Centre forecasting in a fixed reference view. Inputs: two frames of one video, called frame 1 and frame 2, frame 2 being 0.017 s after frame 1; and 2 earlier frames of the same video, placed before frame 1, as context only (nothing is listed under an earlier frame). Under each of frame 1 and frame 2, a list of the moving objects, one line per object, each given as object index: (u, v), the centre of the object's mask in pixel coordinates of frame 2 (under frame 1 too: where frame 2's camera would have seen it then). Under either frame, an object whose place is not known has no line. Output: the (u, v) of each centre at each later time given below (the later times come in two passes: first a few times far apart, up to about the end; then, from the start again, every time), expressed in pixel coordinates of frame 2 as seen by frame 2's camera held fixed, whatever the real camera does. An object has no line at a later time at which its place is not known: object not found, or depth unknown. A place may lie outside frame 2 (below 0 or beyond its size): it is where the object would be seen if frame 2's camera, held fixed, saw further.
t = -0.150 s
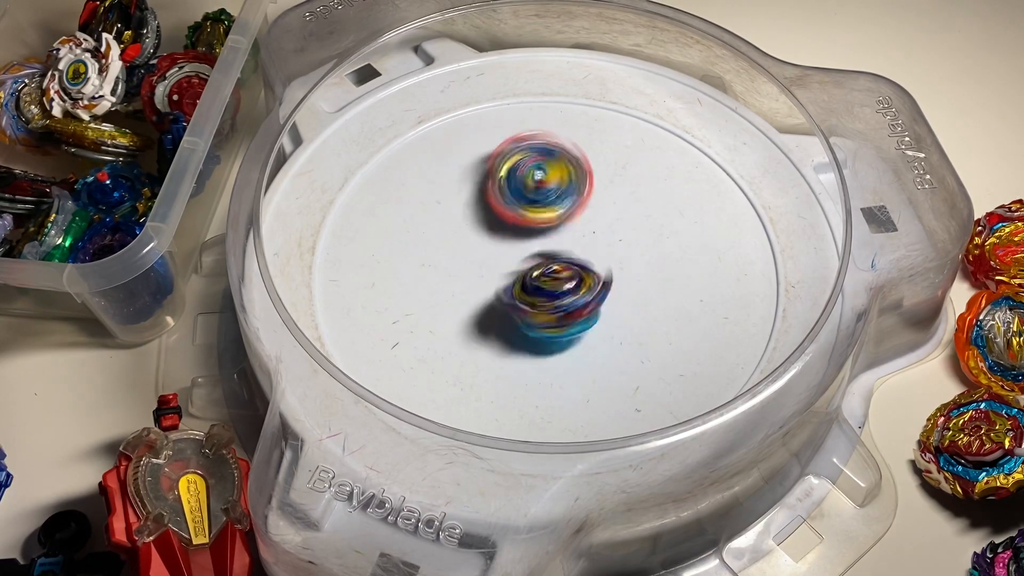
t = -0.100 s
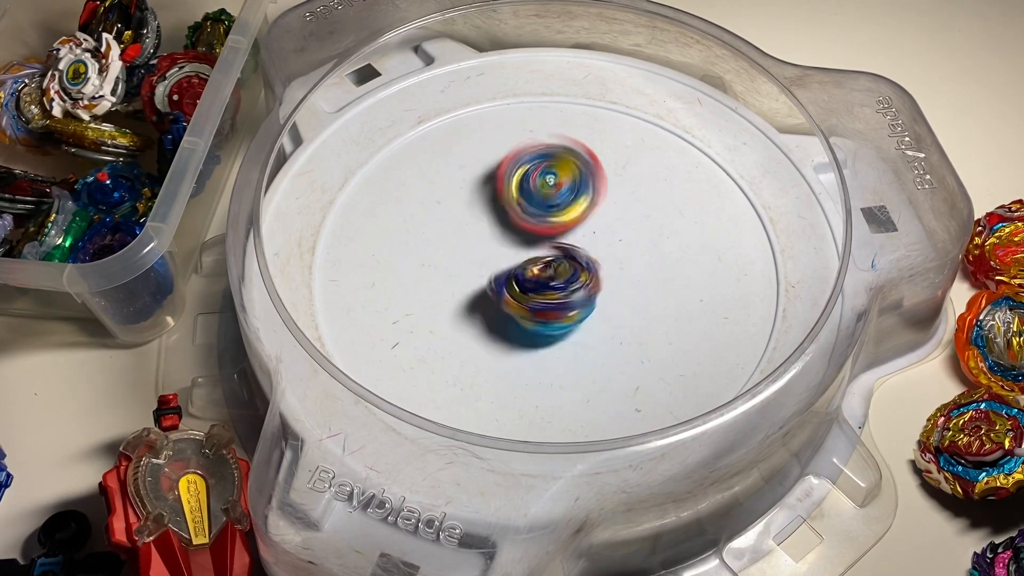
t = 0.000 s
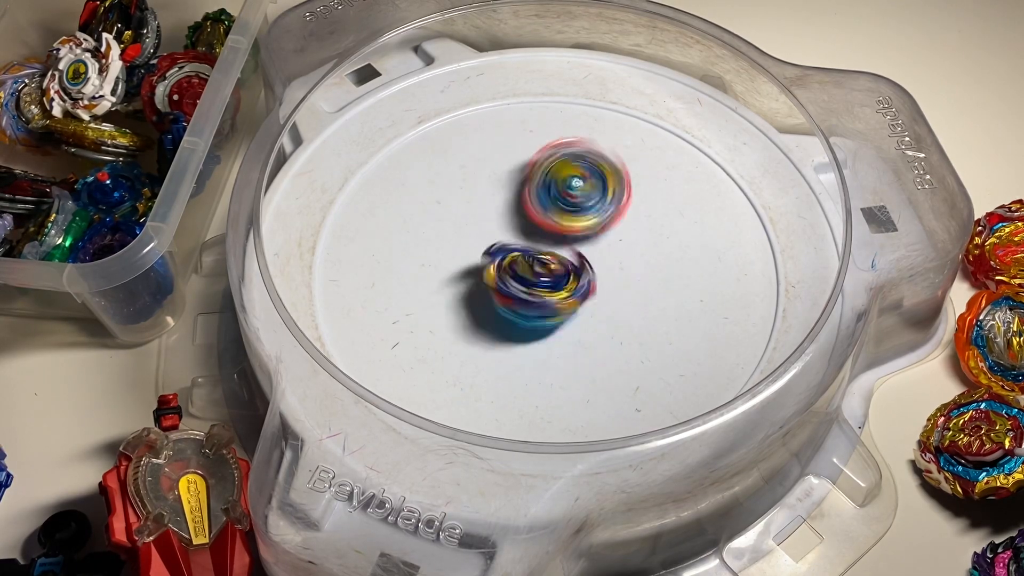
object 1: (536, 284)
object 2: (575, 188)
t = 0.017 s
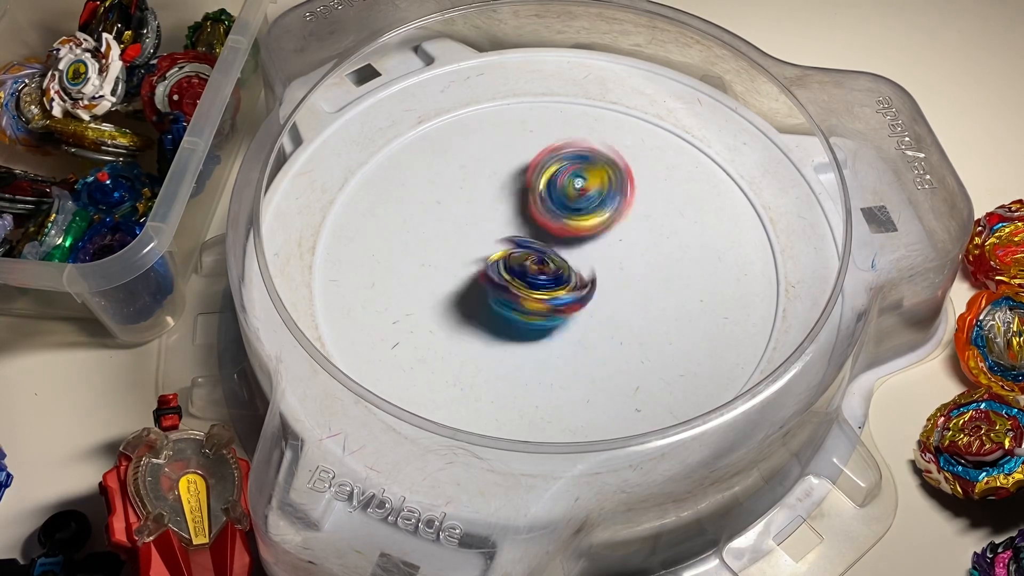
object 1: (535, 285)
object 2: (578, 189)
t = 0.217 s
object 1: (518, 268)
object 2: (627, 200)
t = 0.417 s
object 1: (483, 260)
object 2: (663, 210)
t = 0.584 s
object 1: (507, 248)
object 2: (656, 240)
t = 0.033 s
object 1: (534, 284)
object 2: (583, 189)
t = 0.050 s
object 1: (535, 283)
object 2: (586, 190)
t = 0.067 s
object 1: (533, 281)
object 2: (589, 191)
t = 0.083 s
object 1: (533, 280)
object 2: (592, 191)
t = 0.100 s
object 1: (534, 280)
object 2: (595, 193)
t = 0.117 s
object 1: (534, 278)
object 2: (597, 195)
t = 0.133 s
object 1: (533, 276)
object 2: (600, 196)
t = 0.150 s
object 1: (534, 275)
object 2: (604, 197)
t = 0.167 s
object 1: (533, 272)
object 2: (606, 200)
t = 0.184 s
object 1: (532, 271)
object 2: (608, 202)
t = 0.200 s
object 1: (526, 271)
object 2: (619, 200)
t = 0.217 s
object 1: (518, 268)
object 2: (627, 200)
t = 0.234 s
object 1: (509, 268)
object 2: (636, 199)
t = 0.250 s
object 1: (502, 267)
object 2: (642, 199)
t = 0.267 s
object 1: (497, 268)
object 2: (646, 199)
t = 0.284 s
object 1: (492, 270)
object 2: (649, 200)
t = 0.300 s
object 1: (488, 268)
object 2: (653, 201)
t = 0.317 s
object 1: (485, 265)
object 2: (655, 199)
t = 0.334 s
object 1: (483, 265)
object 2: (657, 202)
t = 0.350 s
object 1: (480, 264)
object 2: (658, 204)
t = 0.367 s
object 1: (480, 263)
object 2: (660, 206)
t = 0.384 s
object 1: (480, 261)
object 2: (662, 206)
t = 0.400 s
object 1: (481, 260)
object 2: (663, 207)
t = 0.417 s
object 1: (483, 260)
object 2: (663, 210)
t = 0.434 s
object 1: (484, 259)
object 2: (664, 213)
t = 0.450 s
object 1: (486, 258)
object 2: (665, 212)
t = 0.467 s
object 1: (487, 256)
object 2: (664, 215)
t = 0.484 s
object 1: (490, 255)
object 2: (664, 220)
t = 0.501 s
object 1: (492, 255)
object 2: (663, 224)
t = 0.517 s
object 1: (495, 254)
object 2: (663, 224)
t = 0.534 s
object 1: (498, 253)
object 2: (662, 229)
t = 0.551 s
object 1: (501, 252)
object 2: (660, 232)
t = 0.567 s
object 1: (503, 249)
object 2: (658, 237)
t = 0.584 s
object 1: (507, 248)
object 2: (656, 240)
